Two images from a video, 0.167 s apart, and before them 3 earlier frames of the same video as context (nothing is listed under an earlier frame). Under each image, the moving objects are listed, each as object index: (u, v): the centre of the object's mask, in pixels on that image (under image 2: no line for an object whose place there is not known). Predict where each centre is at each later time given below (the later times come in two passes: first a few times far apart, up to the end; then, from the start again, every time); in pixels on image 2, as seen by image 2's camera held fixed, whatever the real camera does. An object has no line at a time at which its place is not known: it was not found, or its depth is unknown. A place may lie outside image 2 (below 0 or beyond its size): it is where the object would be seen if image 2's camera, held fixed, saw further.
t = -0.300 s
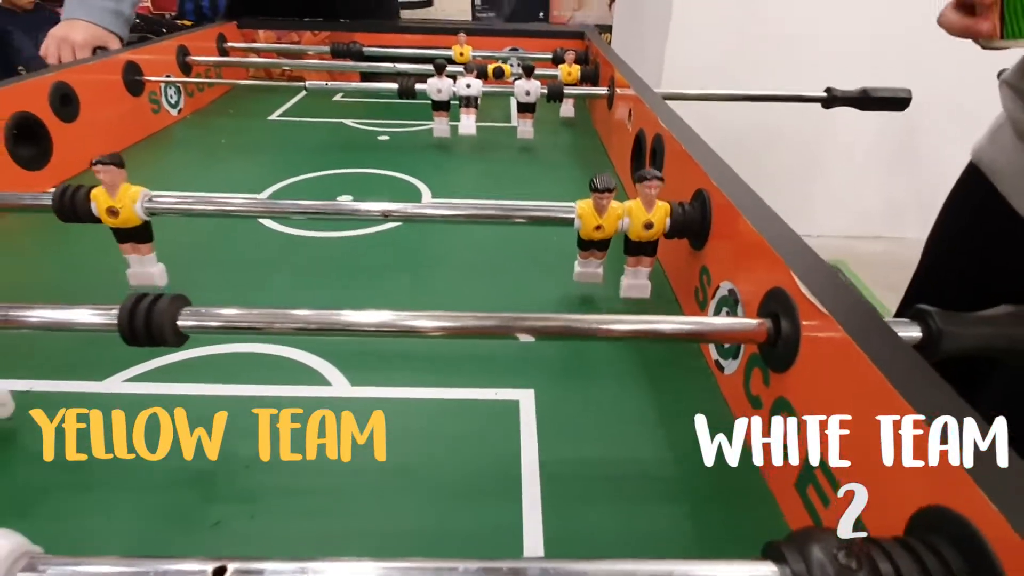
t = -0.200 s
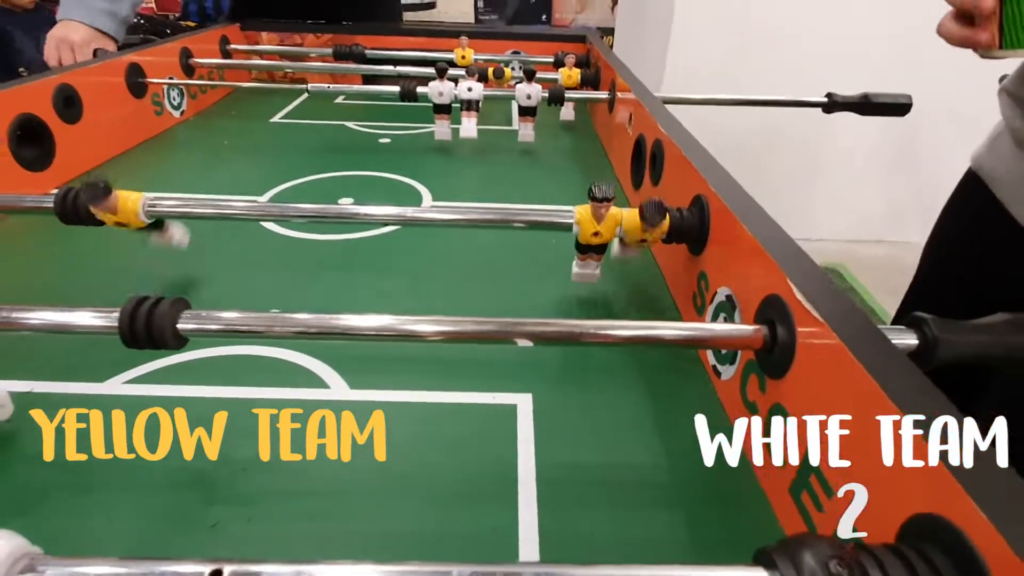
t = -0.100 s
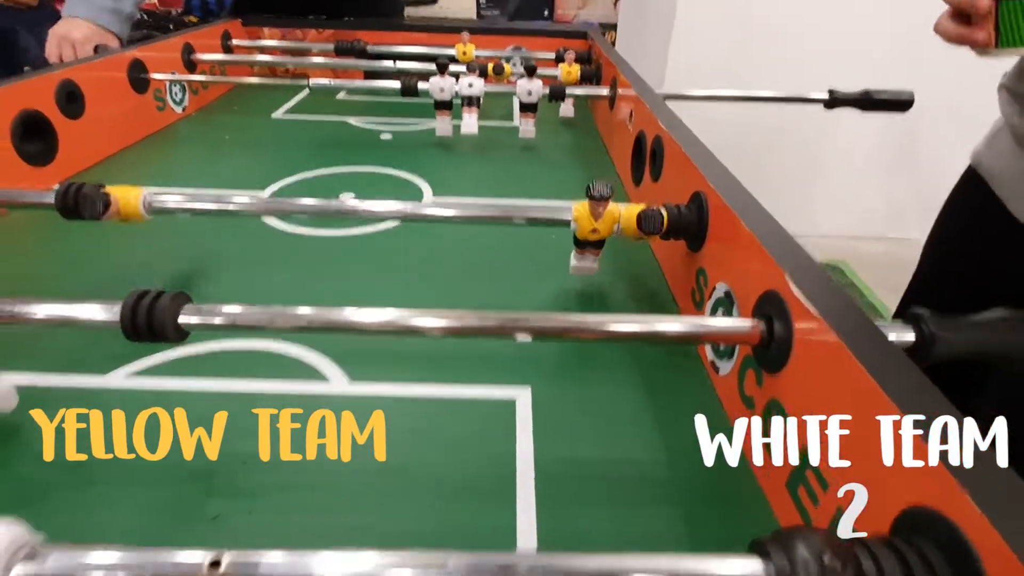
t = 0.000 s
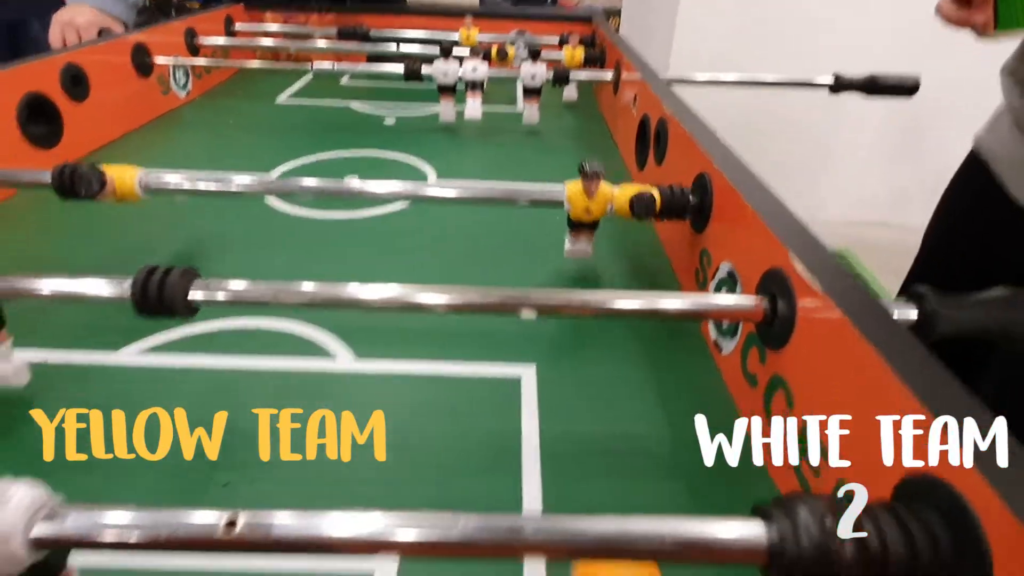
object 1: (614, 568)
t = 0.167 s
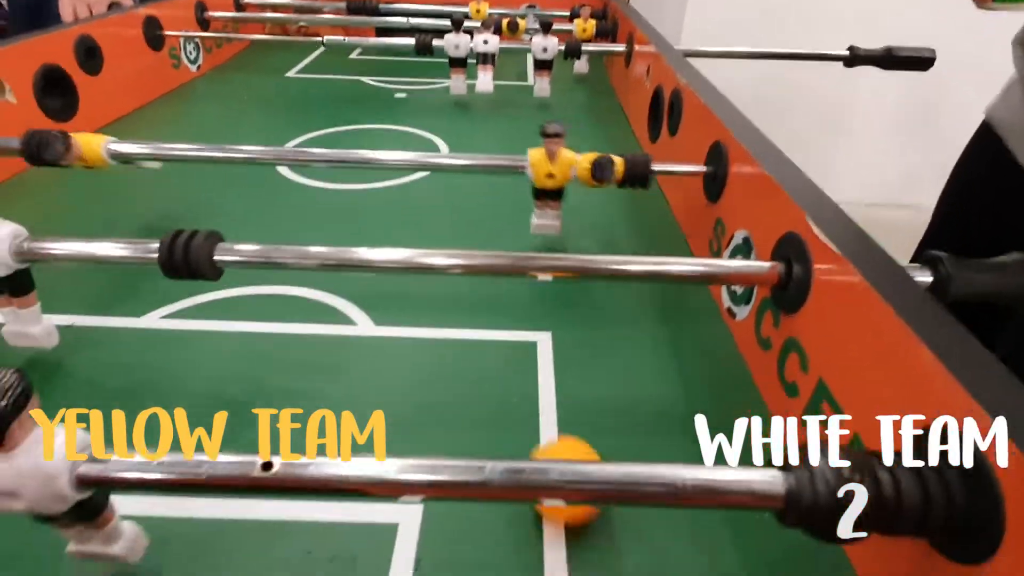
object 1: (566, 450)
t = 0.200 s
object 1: (554, 445)
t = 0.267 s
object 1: (531, 435)
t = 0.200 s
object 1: (554, 445)
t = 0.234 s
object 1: (542, 439)
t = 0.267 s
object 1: (531, 435)
